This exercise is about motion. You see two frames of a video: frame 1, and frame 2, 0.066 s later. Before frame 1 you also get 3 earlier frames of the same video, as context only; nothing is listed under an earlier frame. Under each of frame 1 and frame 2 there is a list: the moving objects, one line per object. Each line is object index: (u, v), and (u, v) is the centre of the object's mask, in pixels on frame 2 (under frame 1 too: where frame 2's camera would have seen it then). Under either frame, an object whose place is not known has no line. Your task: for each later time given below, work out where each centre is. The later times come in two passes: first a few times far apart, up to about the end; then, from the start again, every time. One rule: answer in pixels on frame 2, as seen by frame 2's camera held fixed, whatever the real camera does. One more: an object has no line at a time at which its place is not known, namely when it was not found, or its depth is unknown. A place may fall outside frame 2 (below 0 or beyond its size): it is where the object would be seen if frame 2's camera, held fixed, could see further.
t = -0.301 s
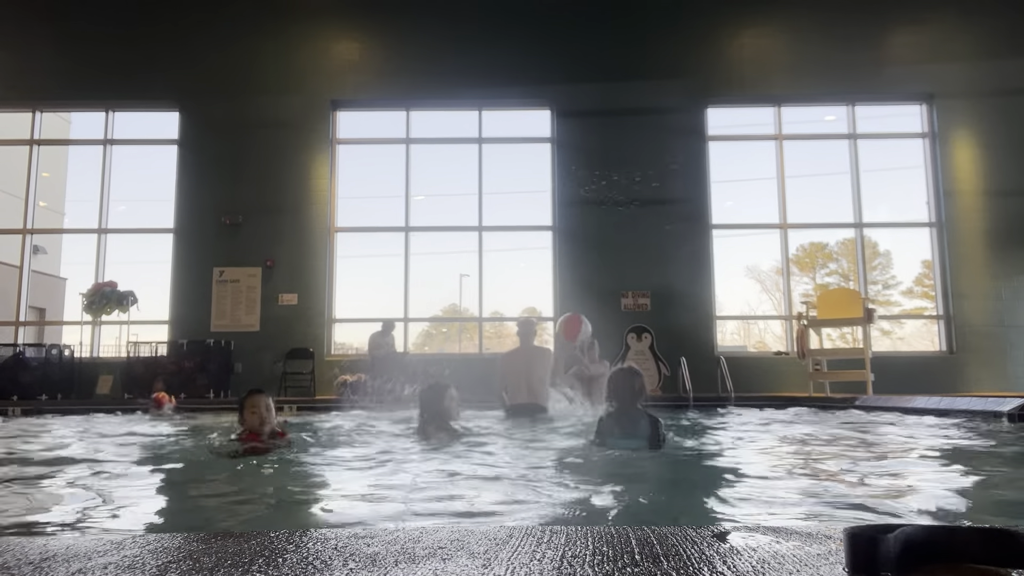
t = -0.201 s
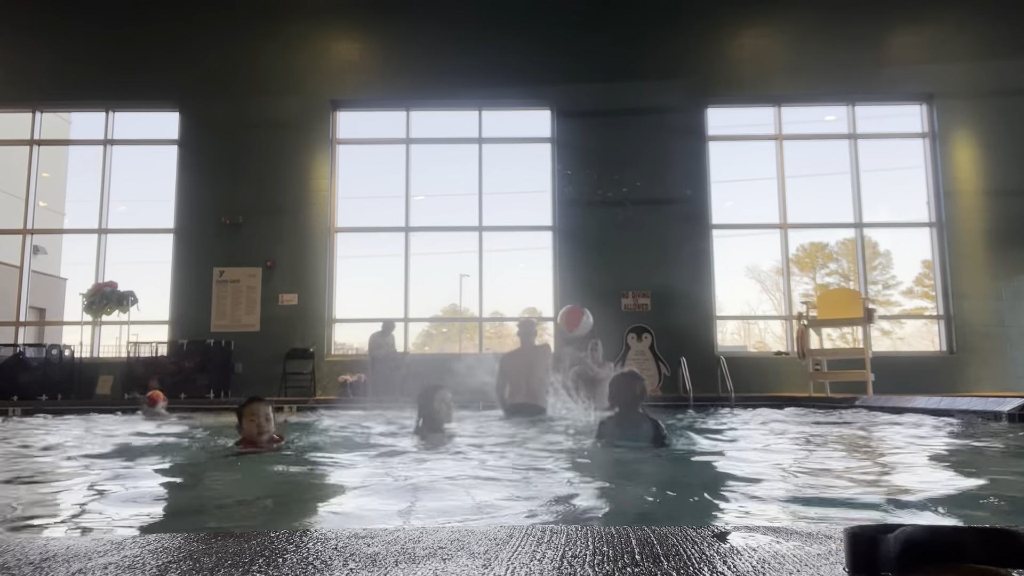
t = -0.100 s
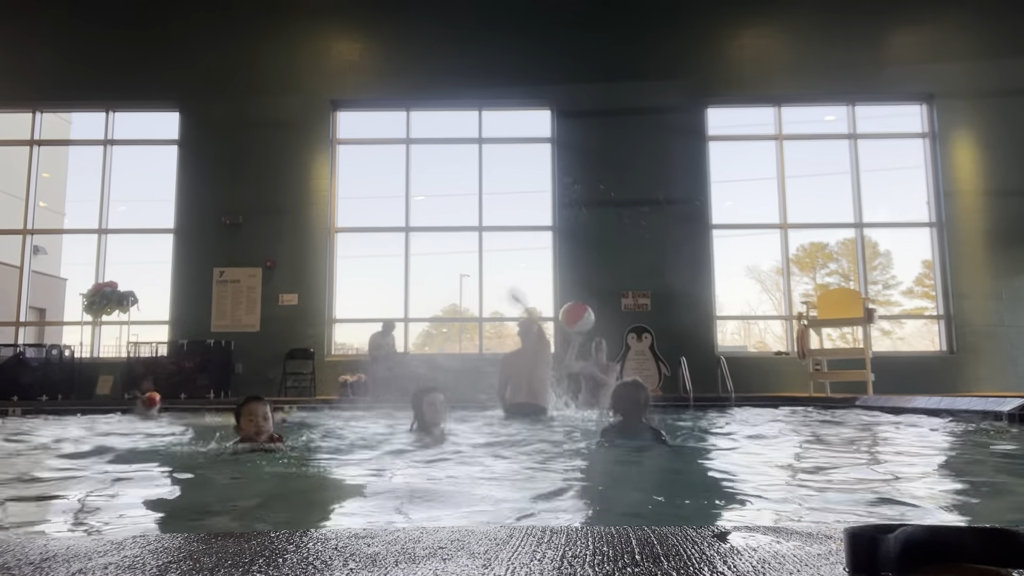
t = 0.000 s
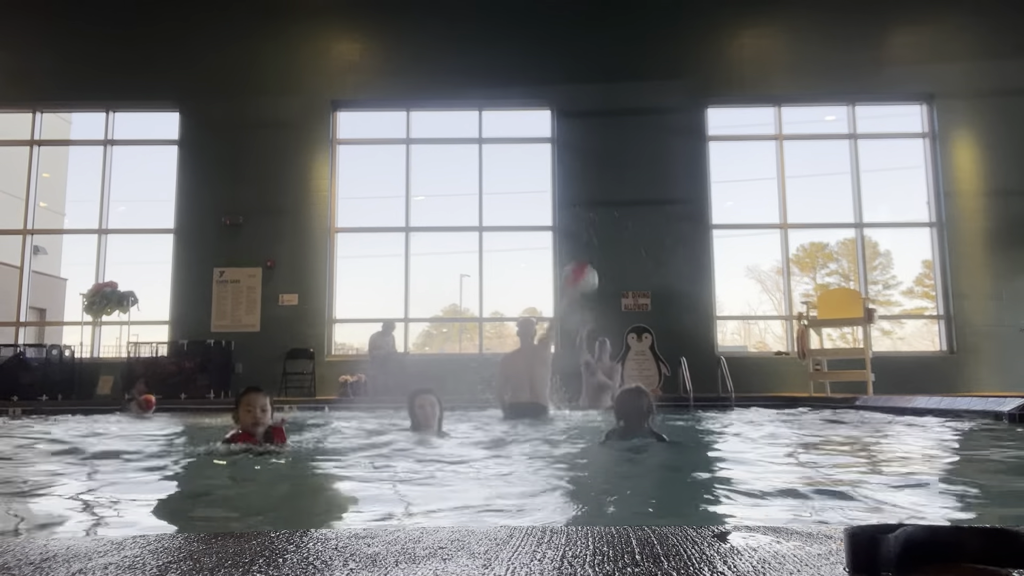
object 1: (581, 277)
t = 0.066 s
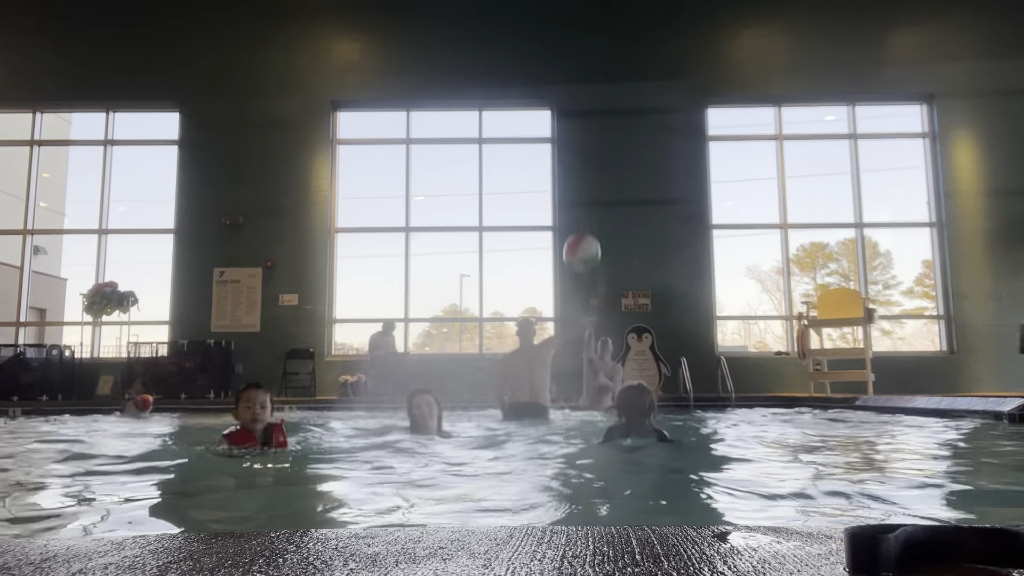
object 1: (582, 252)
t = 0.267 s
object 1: (586, 180)
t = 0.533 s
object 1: (596, 127)
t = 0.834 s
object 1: (610, 141)
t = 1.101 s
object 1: (614, 225)
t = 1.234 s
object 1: (611, 293)
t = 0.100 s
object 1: (583, 239)
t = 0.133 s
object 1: (584, 225)
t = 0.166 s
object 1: (584, 212)
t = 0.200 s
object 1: (585, 201)
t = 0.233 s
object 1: (586, 190)
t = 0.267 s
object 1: (586, 180)
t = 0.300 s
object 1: (587, 170)
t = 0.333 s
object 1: (588, 161)
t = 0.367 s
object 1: (589, 153)
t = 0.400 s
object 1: (590, 146)
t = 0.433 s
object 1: (591, 140)
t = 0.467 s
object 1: (593, 135)
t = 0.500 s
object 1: (594, 131)
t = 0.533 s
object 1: (596, 127)
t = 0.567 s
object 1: (598, 125)
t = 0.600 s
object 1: (599, 123)
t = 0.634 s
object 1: (601, 123)
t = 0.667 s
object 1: (603, 123)
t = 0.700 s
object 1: (604, 125)
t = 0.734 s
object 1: (606, 128)
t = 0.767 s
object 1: (607, 131)
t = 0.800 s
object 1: (609, 136)
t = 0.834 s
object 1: (610, 141)
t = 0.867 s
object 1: (611, 148)
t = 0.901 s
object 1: (612, 156)
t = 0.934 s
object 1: (613, 166)
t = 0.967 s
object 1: (614, 175)
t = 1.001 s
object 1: (614, 185)
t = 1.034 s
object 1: (614, 198)
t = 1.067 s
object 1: (614, 210)
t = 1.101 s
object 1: (614, 225)
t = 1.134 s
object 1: (613, 241)
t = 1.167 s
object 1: (613, 257)
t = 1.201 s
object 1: (612, 274)
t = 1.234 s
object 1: (611, 293)
